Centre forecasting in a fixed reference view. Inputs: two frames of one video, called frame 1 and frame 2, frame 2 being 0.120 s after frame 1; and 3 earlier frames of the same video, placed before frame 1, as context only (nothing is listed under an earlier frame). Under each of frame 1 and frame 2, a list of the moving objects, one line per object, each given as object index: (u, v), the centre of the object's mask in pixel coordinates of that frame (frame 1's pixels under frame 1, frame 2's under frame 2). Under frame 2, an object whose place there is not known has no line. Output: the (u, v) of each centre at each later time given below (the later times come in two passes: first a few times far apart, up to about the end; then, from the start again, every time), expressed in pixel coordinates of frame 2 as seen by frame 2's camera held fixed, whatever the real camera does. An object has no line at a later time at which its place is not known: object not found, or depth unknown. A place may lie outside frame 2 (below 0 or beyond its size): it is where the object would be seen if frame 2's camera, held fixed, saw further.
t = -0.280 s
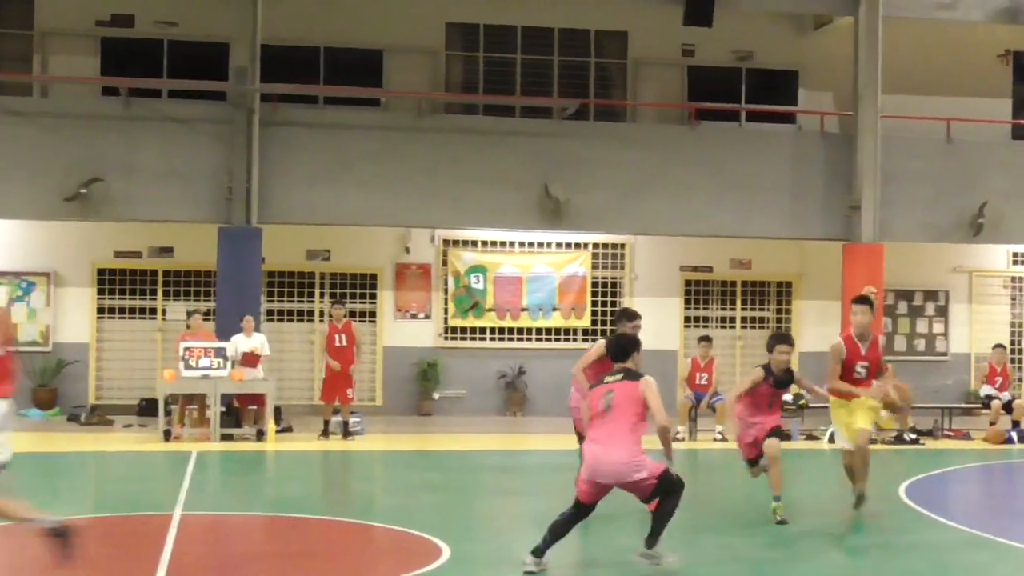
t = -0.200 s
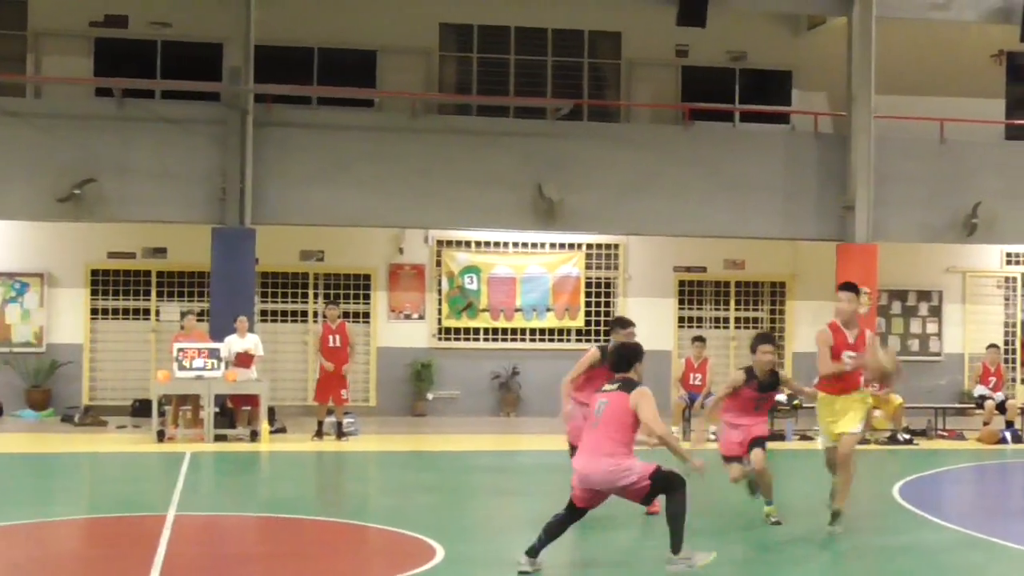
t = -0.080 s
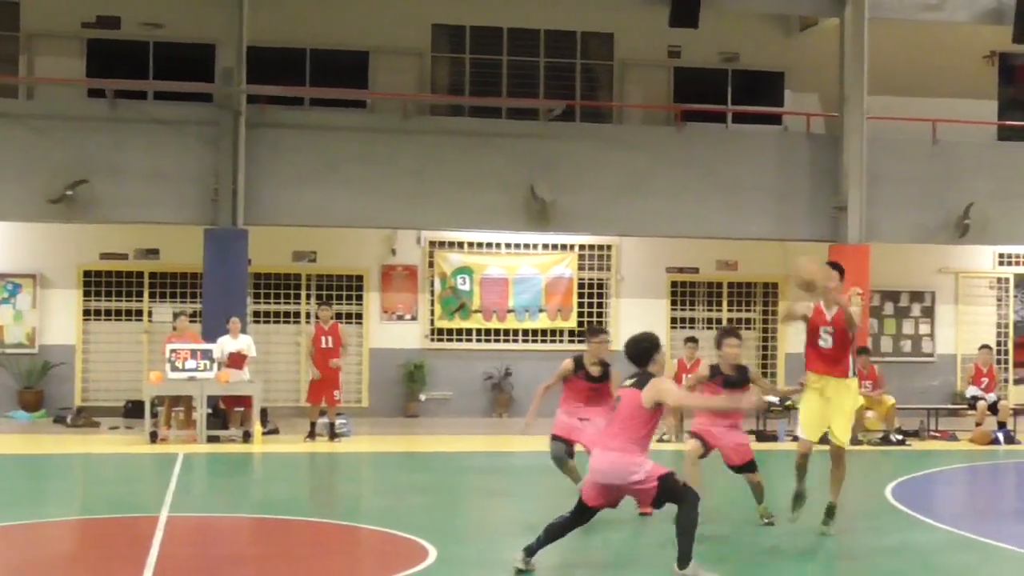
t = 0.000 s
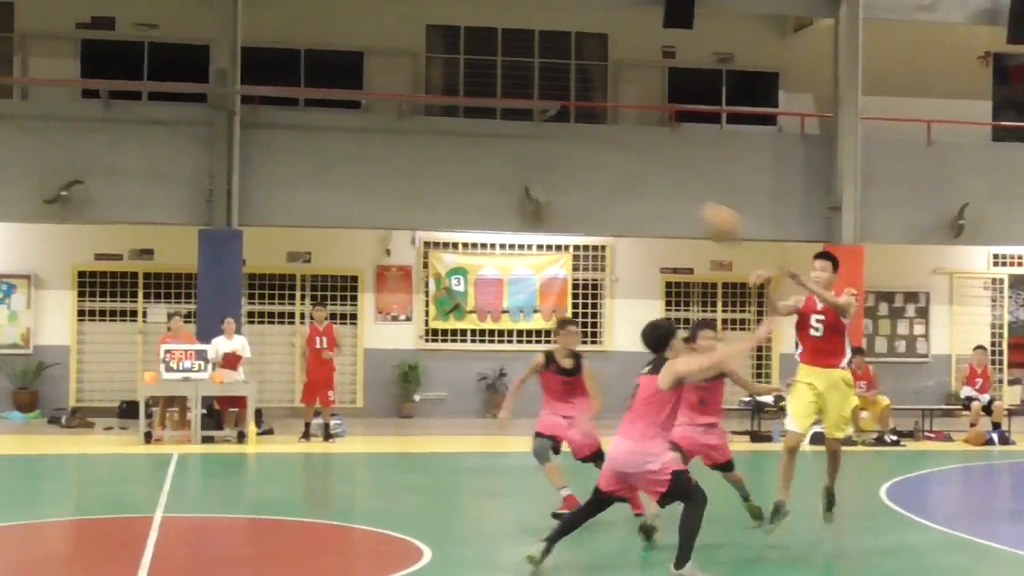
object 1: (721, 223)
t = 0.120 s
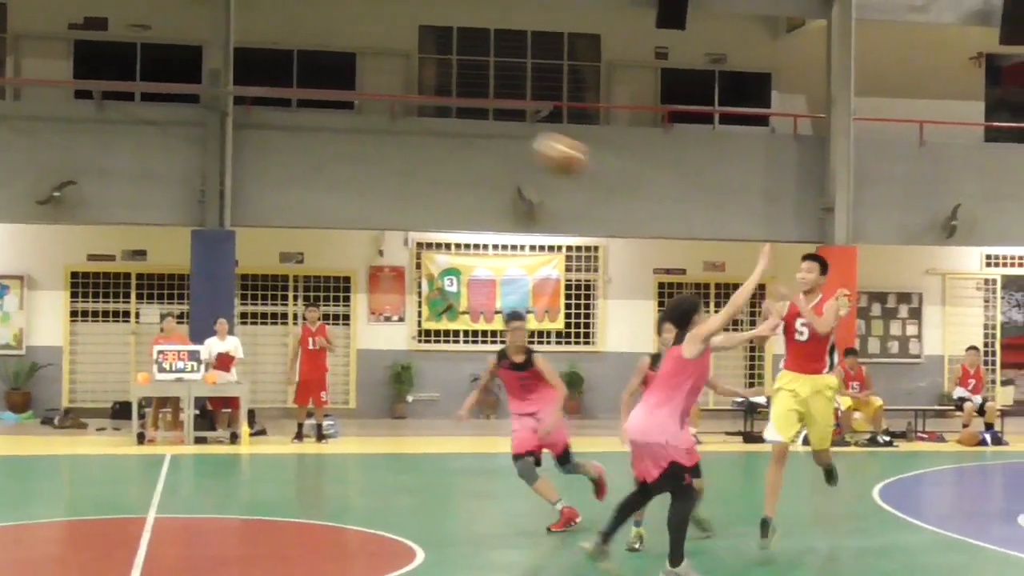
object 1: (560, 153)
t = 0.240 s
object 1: (378, 99)
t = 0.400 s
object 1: (84, 55)
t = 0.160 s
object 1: (503, 133)
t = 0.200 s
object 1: (442, 114)
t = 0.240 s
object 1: (378, 99)
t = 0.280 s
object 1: (308, 84)
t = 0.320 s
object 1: (238, 71)
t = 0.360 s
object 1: (162, 62)
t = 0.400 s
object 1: (84, 55)
